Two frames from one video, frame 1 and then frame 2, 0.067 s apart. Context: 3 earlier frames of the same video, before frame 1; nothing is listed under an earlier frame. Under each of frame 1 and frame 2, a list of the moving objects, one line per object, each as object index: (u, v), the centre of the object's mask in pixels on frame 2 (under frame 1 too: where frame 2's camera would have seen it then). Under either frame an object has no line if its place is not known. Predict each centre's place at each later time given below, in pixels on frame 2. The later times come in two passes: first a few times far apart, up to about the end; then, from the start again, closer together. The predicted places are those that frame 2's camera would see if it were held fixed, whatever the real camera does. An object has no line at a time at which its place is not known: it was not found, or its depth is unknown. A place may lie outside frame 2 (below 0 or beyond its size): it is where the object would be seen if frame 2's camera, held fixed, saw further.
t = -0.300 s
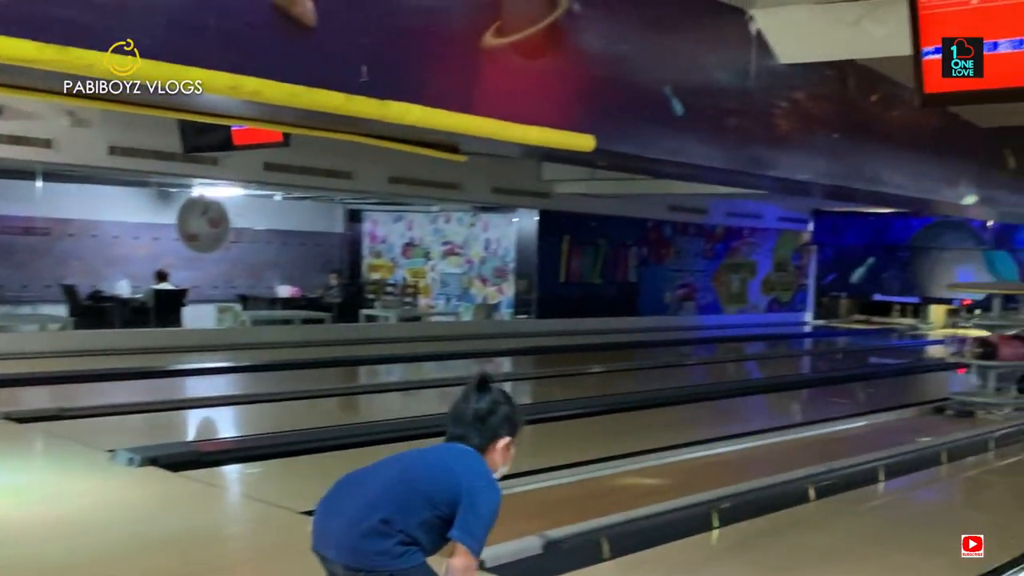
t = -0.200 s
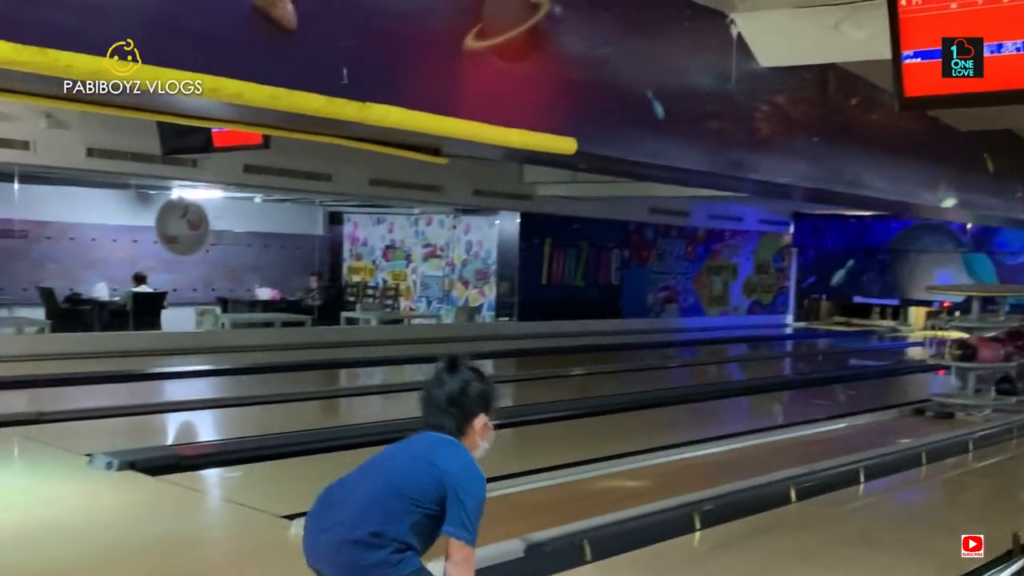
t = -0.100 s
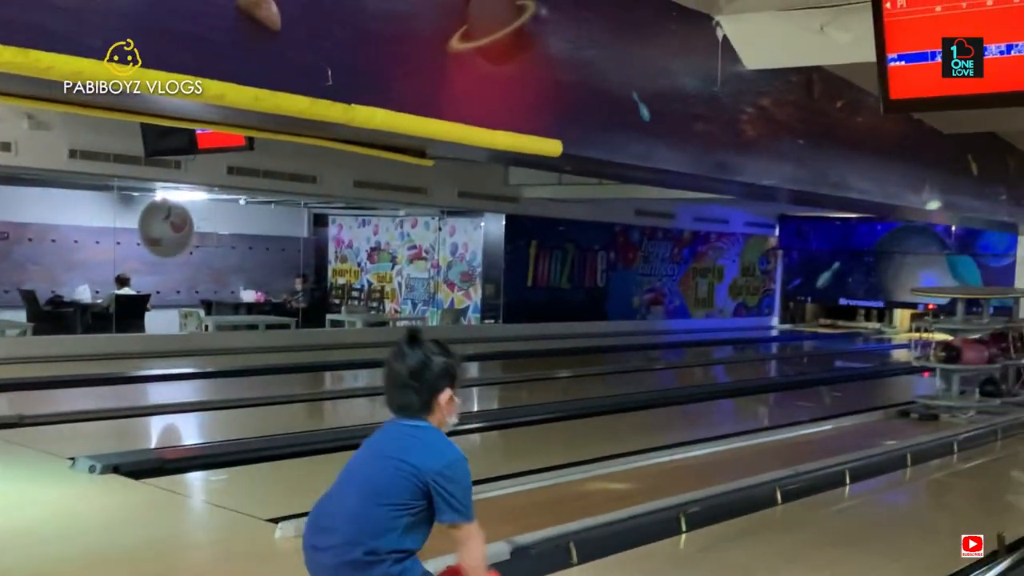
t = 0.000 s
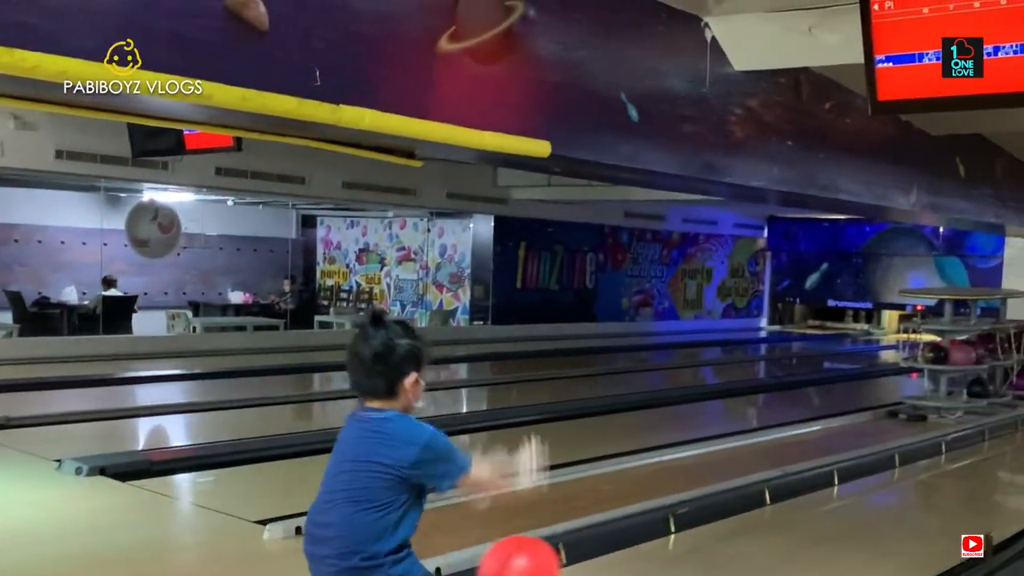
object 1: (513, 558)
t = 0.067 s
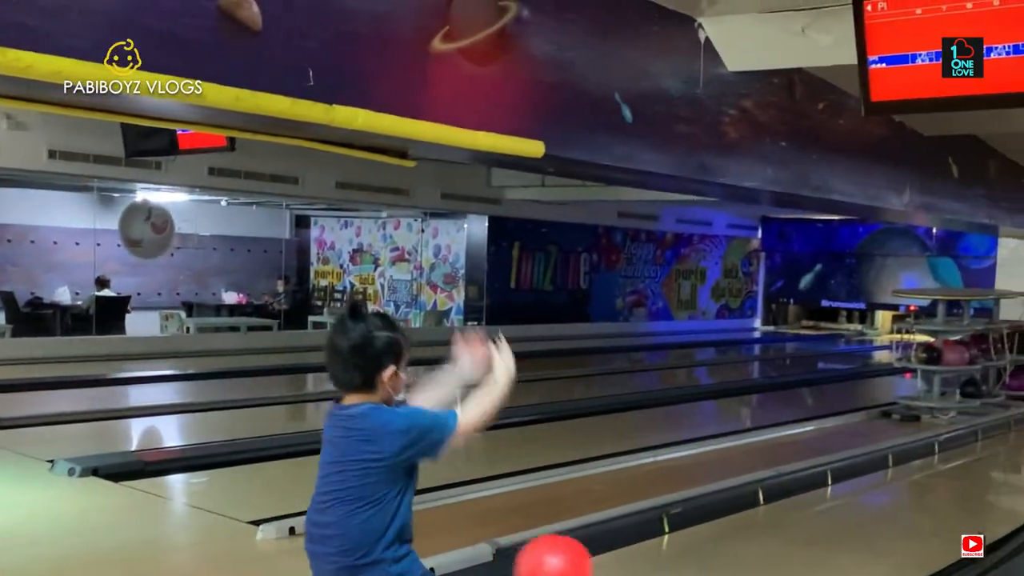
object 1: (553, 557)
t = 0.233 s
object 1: (643, 566)
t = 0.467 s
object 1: (739, 558)
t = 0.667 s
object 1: (802, 544)
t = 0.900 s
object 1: (862, 525)
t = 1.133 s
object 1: (912, 509)
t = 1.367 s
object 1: (957, 495)
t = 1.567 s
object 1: (989, 485)
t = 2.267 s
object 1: (1081, 457)
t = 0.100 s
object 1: (572, 559)
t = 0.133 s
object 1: (590, 563)
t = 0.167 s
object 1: (607, 568)
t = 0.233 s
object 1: (643, 566)
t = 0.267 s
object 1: (658, 563)
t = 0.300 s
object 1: (673, 560)
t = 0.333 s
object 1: (687, 560)
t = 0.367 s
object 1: (700, 561)
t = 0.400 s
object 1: (713, 560)
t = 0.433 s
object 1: (727, 559)
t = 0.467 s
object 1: (739, 558)
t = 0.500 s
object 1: (751, 556)
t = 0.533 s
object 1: (762, 554)
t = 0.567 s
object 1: (771, 553)
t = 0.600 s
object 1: (782, 551)
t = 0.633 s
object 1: (793, 548)
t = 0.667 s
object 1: (802, 544)
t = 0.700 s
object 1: (812, 541)
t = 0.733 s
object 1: (820, 538)
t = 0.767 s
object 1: (829, 535)
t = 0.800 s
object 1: (837, 533)
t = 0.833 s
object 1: (846, 530)
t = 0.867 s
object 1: (854, 527)
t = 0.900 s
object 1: (862, 525)
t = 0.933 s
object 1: (870, 523)
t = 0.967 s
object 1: (877, 520)
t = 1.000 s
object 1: (885, 518)
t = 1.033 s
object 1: (891, 515)
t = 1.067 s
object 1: (899, 513)
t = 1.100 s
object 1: (906, 511)
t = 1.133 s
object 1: (912, 509)
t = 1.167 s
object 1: (919, 506)
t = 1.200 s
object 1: (926, 504)
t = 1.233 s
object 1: (932, 502)
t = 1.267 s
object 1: (938, 500)
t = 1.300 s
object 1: (944, 499)
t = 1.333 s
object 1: (950, 497)
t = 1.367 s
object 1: (957, 495)
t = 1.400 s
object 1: (962, 493)
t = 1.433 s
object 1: (968, 491)
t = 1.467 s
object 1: (974, 489)
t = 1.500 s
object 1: (979, 488)
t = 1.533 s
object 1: (984, 486)
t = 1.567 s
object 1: (989, 485)
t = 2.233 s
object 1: (1078, 458)
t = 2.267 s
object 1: (1081, 457)
